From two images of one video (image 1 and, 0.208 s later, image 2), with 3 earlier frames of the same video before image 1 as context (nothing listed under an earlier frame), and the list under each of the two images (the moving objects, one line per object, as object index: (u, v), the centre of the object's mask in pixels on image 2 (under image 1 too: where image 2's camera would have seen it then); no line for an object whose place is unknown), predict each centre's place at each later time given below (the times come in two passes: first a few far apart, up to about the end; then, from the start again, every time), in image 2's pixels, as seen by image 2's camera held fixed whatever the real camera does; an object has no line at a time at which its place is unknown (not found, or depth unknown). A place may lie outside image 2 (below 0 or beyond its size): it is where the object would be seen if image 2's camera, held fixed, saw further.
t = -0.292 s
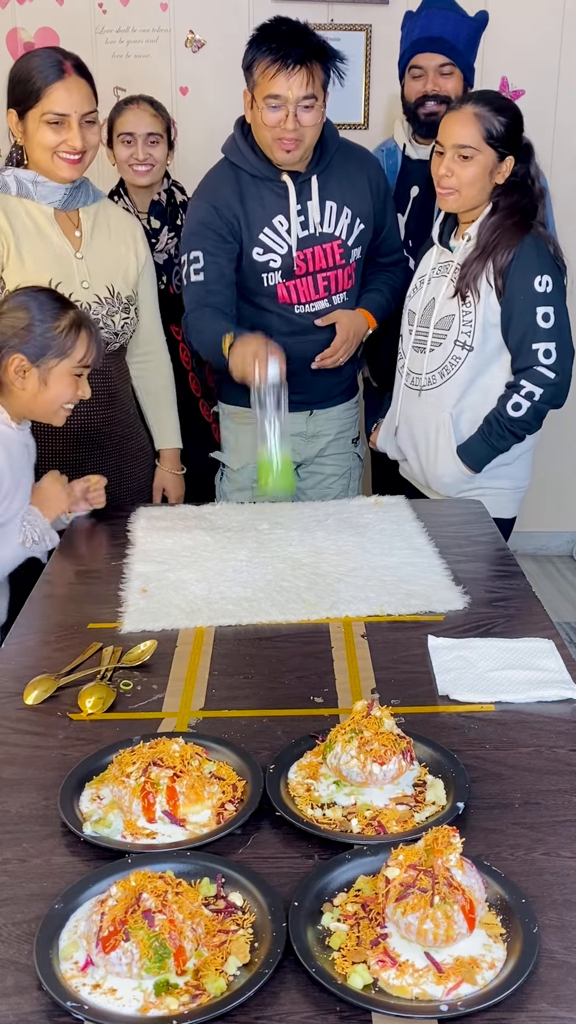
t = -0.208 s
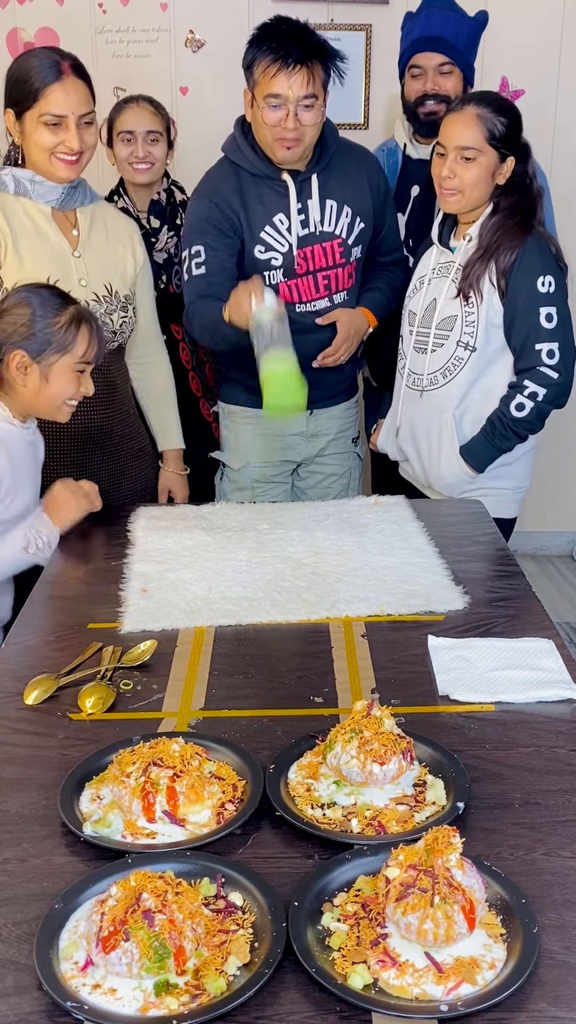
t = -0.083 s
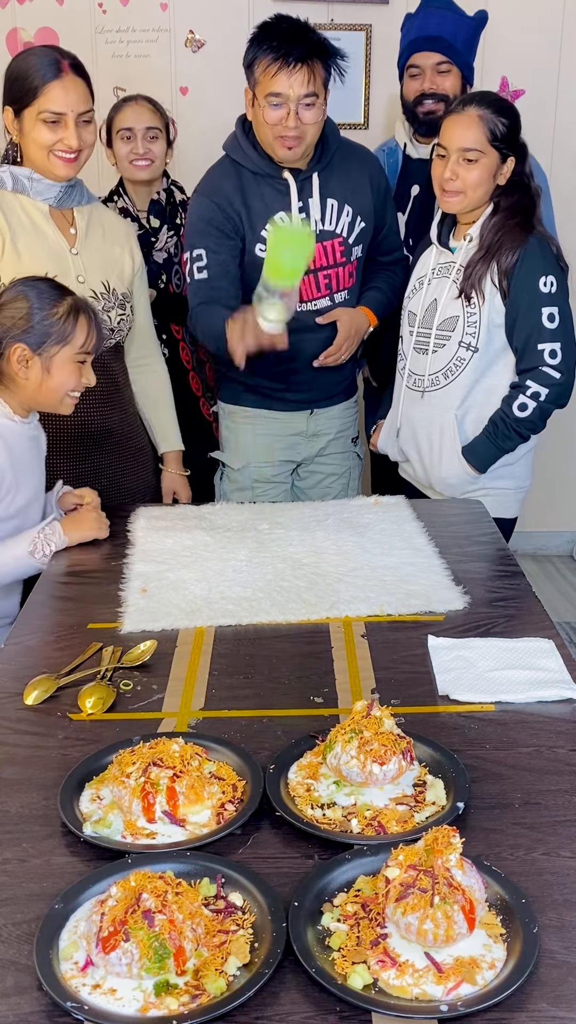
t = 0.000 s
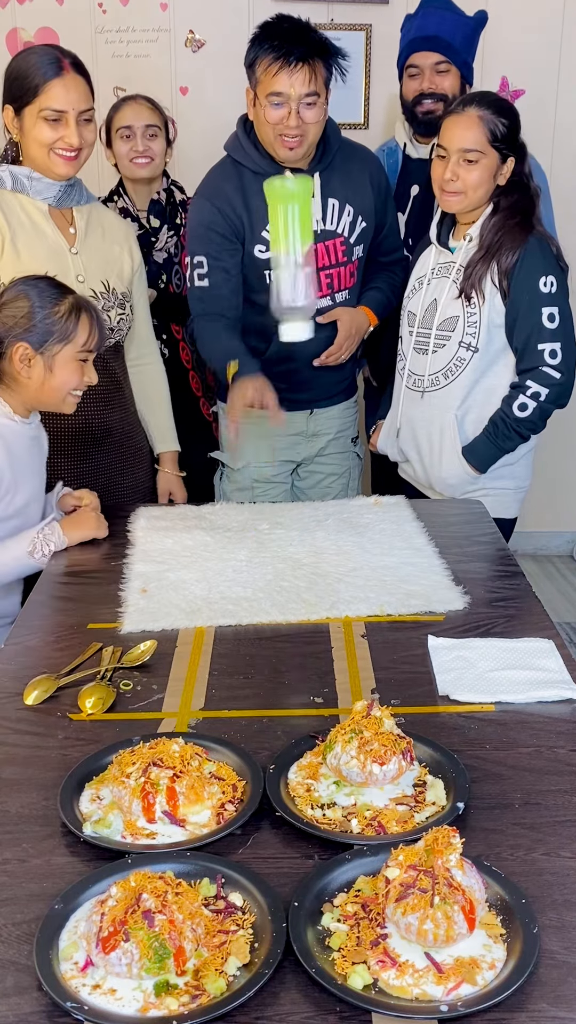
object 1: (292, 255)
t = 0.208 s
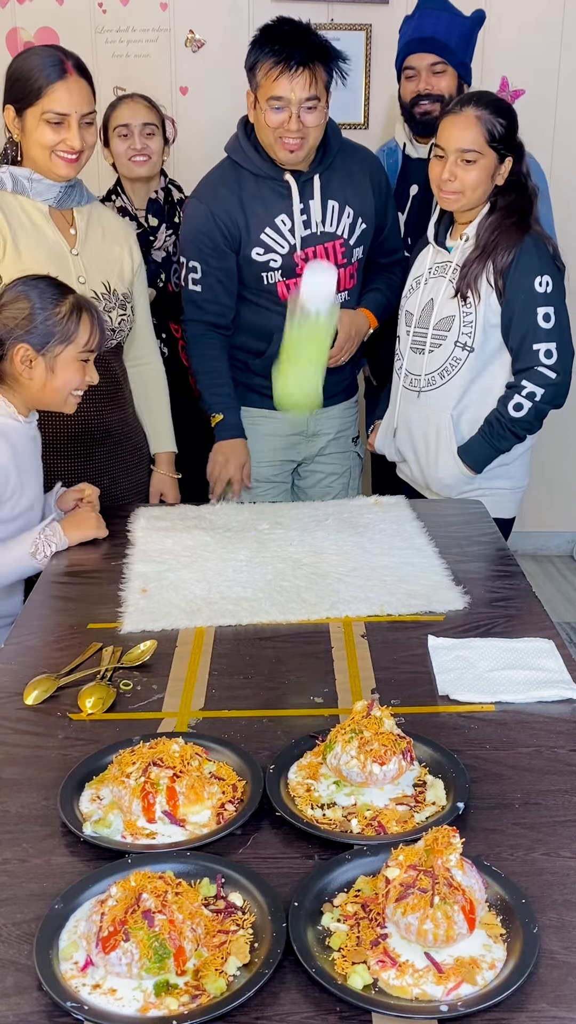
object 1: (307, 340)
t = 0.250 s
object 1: (308, 398)
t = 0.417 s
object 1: (305, 495)
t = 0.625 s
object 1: (306, 495)
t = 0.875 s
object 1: (307, 495)
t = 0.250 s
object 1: (308, 398)
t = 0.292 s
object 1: (308, 459)
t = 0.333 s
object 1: (306, 494)
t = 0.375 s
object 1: (306, 495)
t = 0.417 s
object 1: (305, 495)
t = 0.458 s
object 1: (305, 495)
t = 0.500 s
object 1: (307, 495)
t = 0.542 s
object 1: (307, 495)
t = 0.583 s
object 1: (306, 495)
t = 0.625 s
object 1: (306, 495)
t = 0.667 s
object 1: (307, 495)
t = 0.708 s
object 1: (307, 495)
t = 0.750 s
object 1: (307, 495)
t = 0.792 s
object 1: (306, 495)
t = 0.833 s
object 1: (307, 495)
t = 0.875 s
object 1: (307, 495)
